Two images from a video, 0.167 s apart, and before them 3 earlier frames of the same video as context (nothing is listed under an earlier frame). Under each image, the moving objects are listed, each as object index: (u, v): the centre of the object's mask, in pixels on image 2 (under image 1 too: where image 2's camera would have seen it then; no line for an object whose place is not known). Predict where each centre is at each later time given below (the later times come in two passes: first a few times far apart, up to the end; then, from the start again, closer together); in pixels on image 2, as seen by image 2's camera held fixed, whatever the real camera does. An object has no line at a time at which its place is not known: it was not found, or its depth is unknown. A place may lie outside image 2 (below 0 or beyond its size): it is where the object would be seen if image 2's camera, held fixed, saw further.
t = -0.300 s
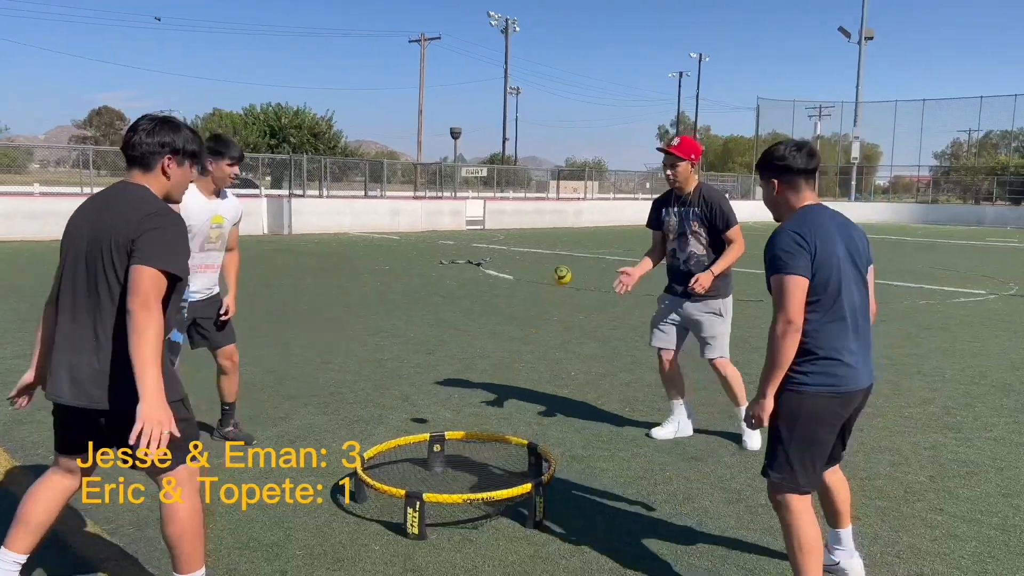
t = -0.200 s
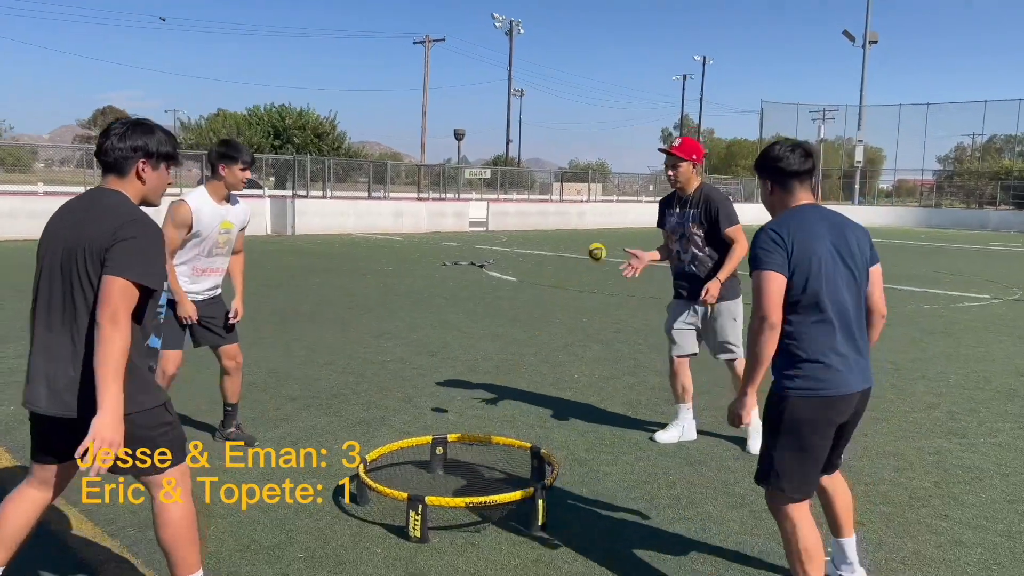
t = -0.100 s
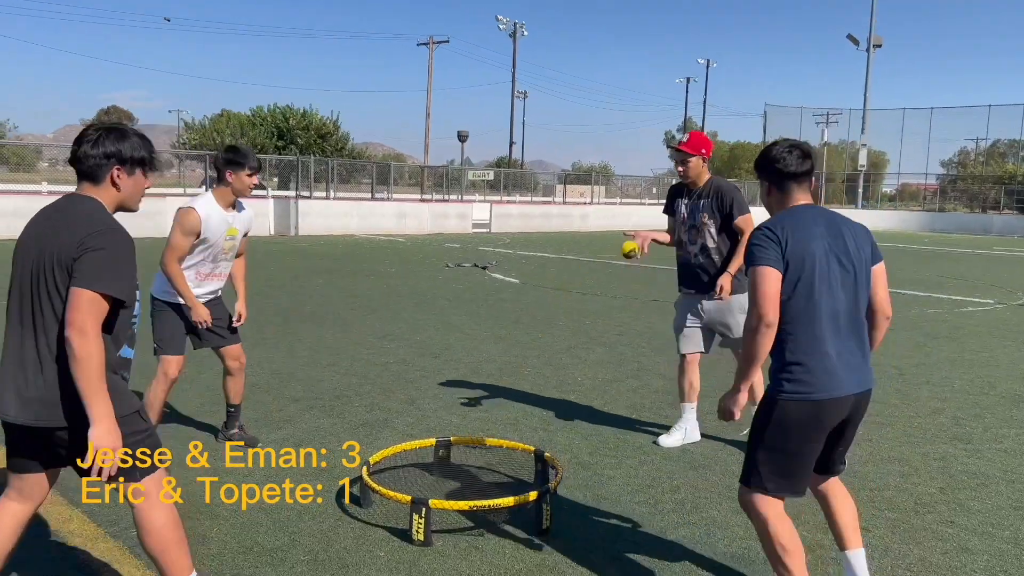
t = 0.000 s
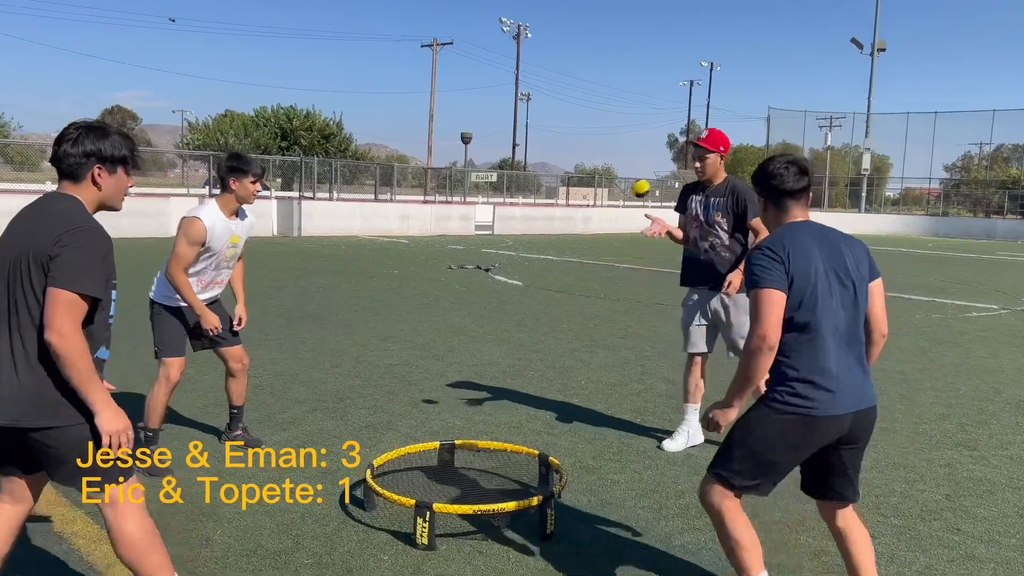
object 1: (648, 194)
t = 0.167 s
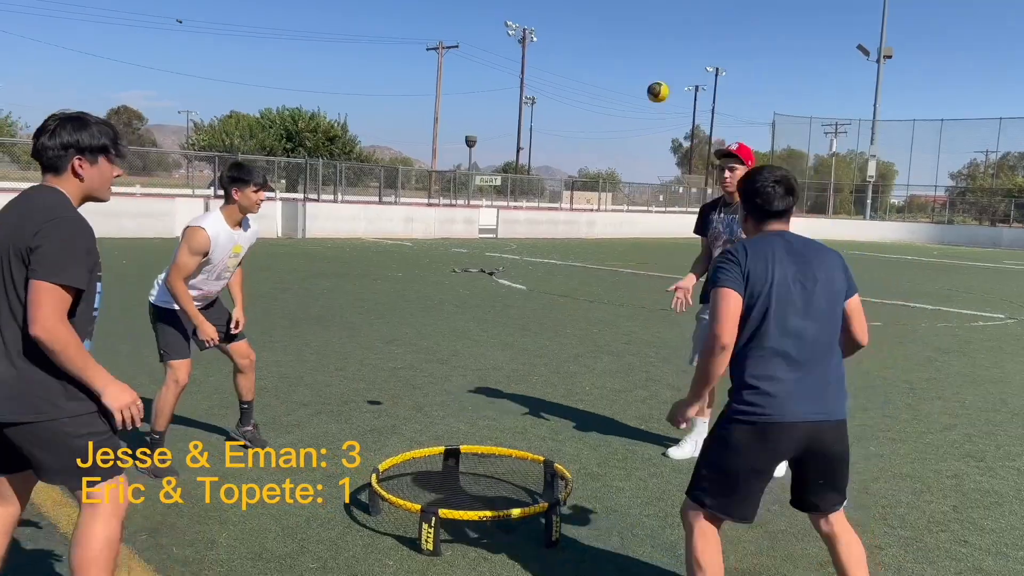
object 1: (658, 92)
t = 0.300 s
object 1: (664, 41)
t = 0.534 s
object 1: (664, 52)
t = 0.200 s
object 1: (660, 76)
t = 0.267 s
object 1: (663, 50)
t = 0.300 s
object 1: (664, 41)
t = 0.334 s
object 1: (665, 34)
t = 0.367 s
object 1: (666, 30)
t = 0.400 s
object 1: (666, 28)
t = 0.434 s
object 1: (666, 30)
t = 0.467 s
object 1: (666, 34)
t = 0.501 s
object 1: (665, 42)
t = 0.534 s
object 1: (664, 52)
